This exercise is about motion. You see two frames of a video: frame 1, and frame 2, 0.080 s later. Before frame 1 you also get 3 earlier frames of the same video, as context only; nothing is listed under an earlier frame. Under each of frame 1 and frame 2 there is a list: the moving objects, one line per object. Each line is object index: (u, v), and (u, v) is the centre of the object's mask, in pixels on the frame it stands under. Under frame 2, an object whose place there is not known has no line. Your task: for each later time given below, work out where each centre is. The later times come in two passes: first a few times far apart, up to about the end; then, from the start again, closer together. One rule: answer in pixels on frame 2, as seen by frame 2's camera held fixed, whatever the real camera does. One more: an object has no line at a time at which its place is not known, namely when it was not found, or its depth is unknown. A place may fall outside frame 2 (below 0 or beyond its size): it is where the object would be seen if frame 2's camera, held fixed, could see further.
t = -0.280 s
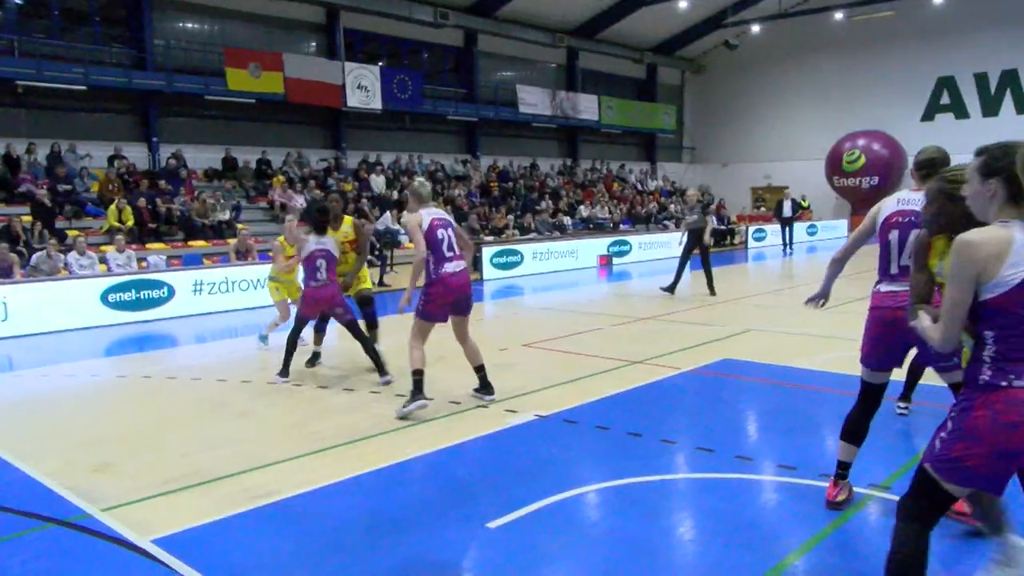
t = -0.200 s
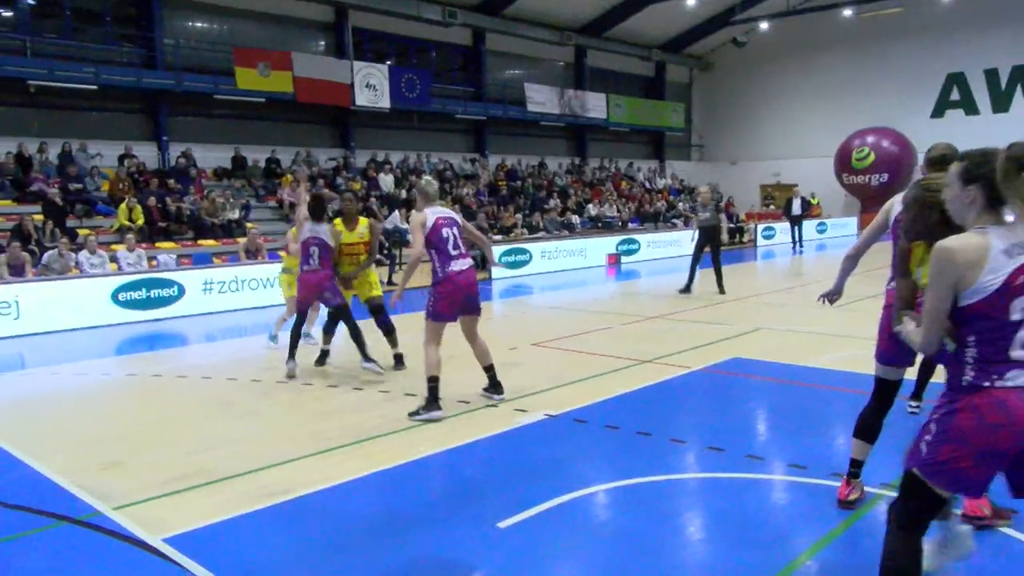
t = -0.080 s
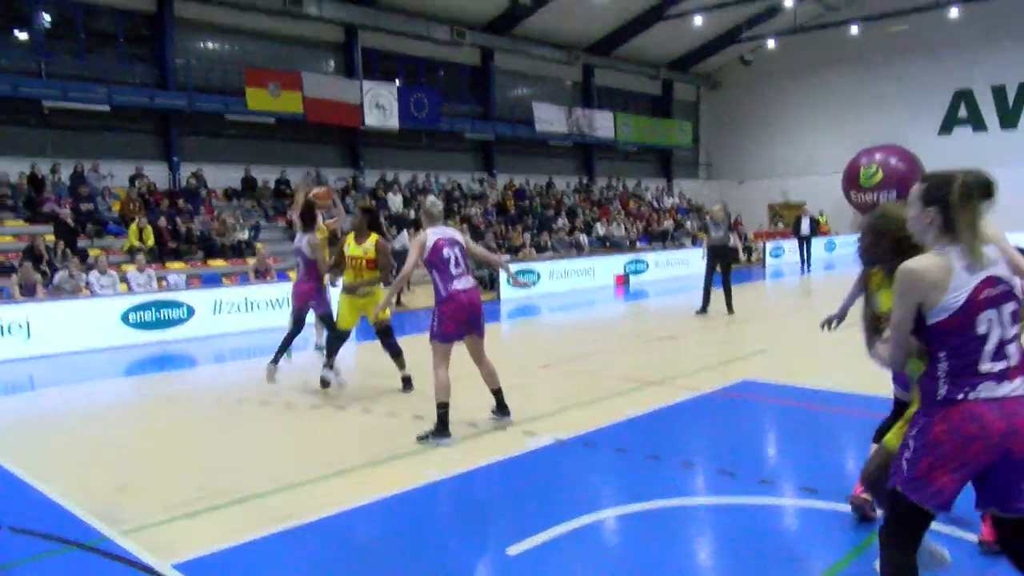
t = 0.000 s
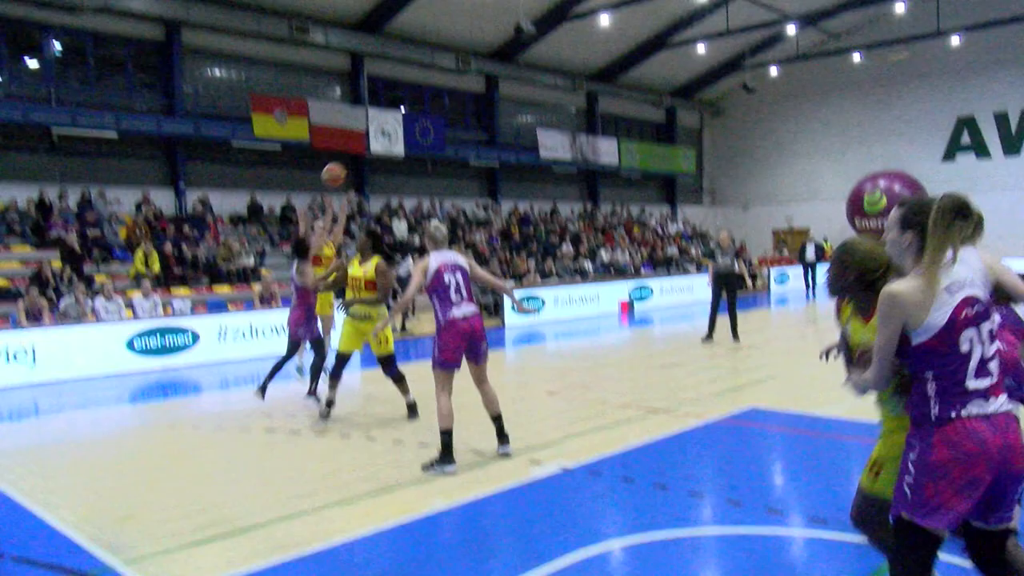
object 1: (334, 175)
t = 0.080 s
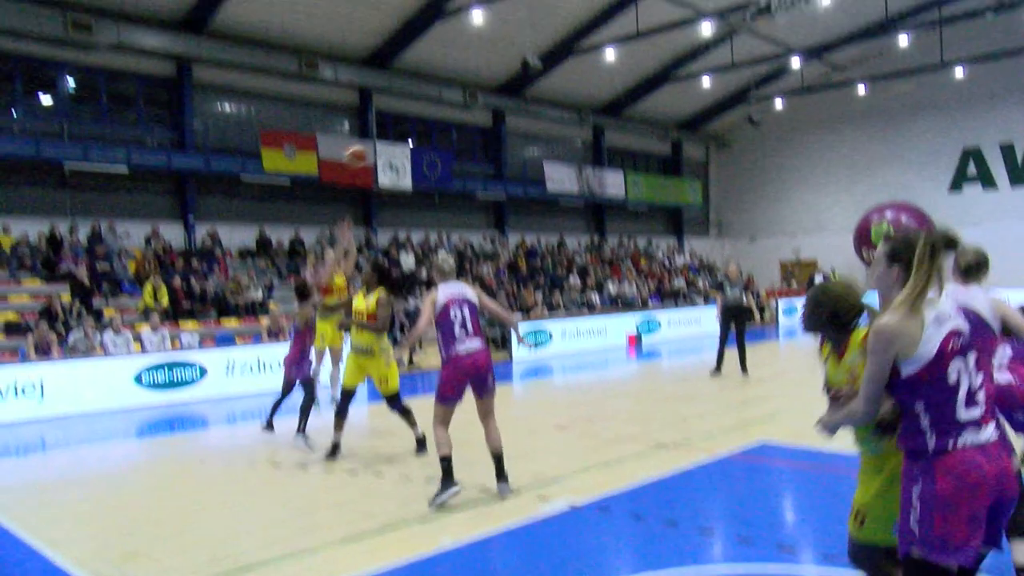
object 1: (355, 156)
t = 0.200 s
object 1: (378, 83)
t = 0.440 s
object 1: (434, -45)
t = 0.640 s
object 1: (495, -124)
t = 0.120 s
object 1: (362, 131)
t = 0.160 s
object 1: (370, 107)
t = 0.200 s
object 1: (378, 83)
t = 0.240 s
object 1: (386, 60)
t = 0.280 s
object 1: (394, 37)
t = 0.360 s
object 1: (413, -6)
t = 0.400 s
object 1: (424, -26)
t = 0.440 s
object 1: (434, -45)
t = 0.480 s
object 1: (445, -63)
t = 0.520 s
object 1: (457, -81)
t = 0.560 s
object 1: (470, -97)
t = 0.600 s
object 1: (482, -111)
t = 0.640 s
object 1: (495, -124)
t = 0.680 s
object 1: (512, -145)
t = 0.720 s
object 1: (521, -151)
